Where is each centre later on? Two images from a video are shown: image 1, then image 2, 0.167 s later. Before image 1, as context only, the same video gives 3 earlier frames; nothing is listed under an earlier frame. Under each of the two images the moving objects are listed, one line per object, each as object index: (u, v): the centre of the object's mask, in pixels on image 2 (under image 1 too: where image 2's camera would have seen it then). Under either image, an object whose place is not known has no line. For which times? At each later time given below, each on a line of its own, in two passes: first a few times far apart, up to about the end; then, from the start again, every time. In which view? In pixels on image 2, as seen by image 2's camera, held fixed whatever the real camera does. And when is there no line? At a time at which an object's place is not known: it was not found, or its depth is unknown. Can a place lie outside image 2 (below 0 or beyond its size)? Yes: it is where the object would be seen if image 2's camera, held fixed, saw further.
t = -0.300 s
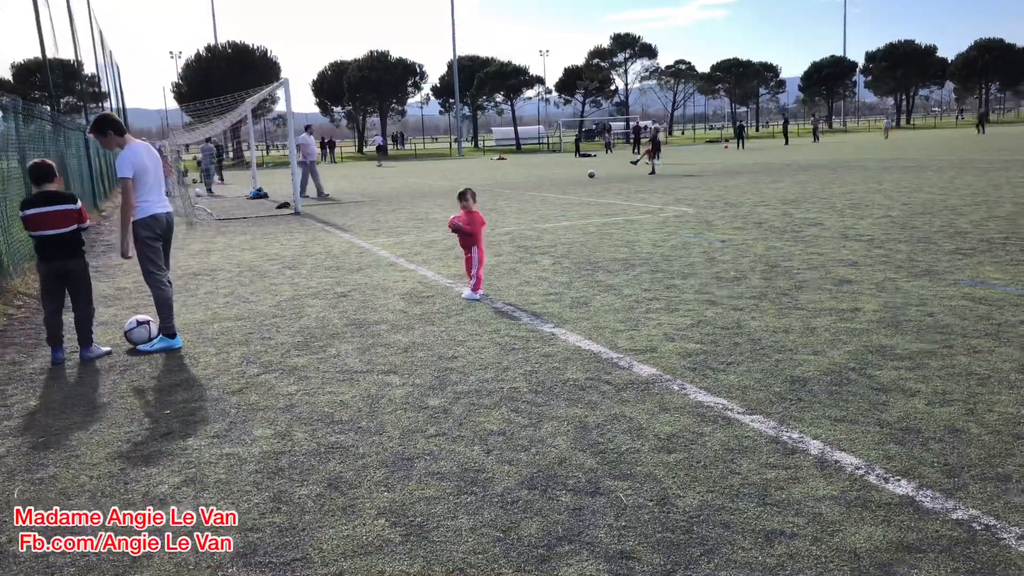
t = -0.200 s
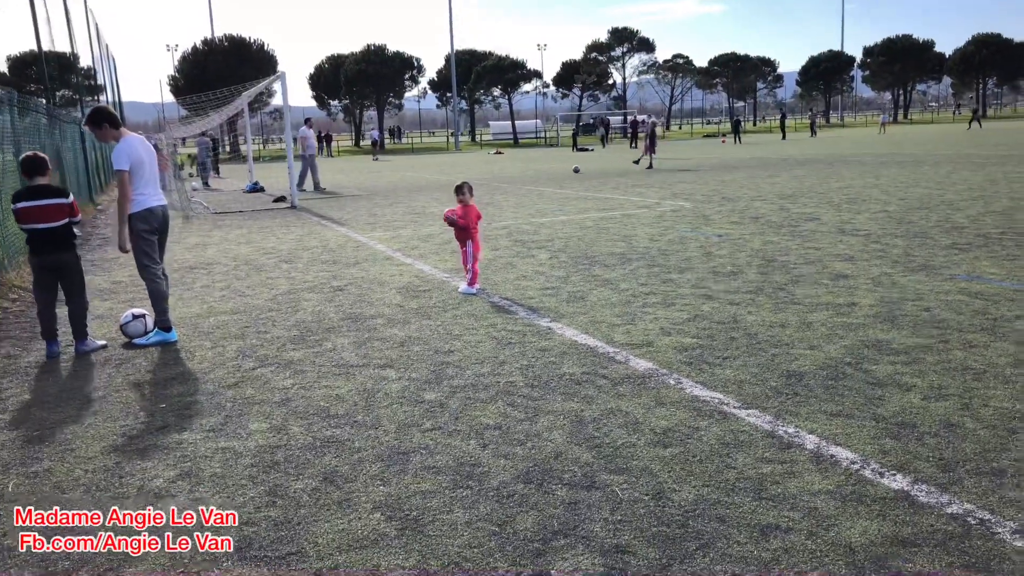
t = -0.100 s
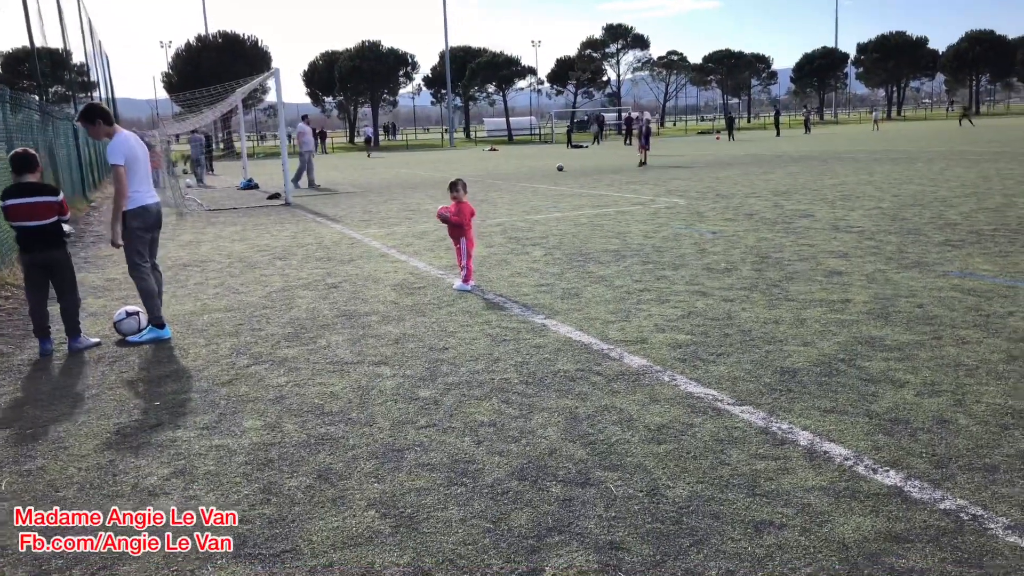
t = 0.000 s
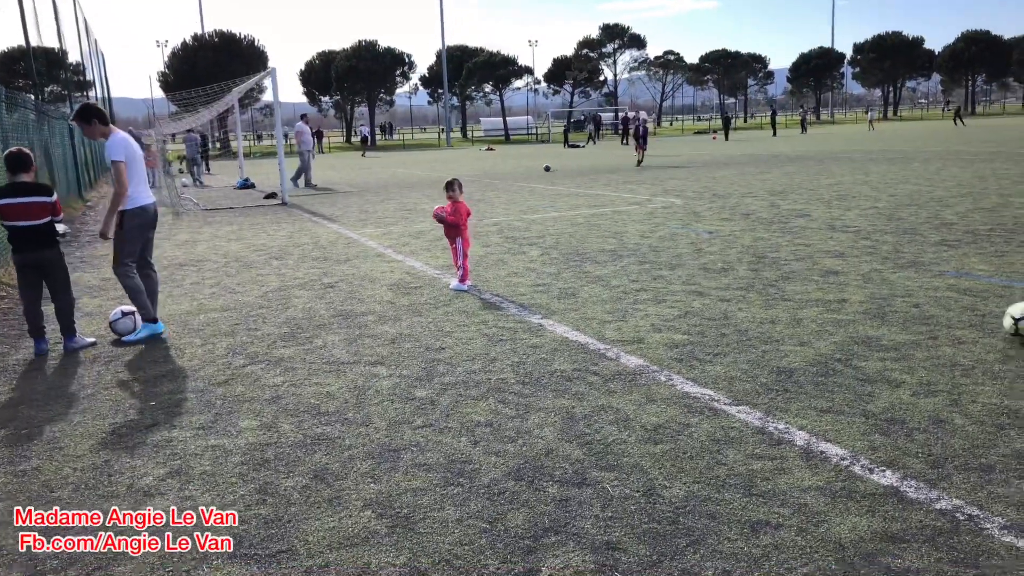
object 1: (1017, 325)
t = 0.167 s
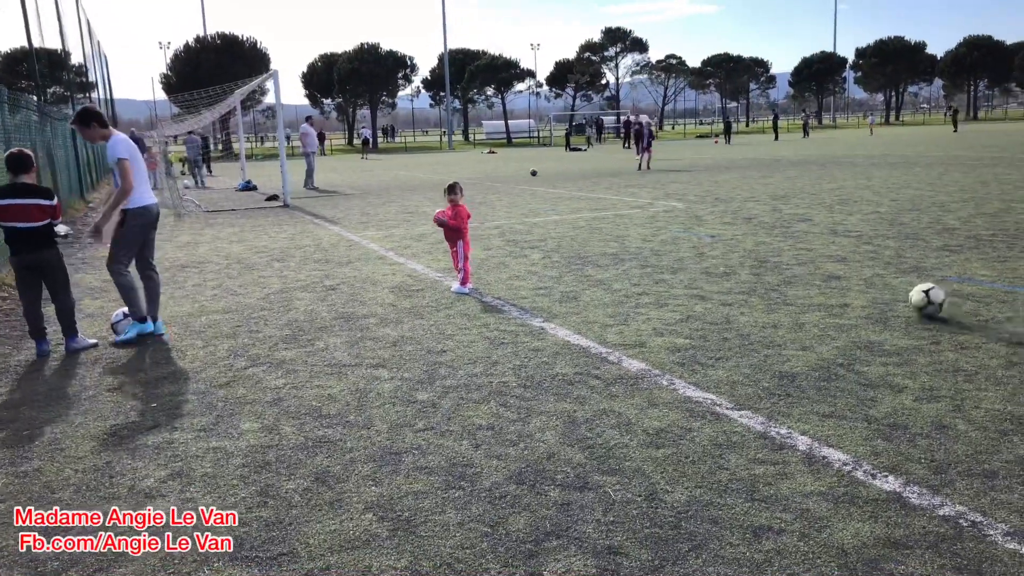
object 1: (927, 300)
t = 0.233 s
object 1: (895, 291)
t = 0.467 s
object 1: (807, 265)
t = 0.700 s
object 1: (748, 250)
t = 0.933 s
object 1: (703, 237)
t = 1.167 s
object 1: (668, 226)
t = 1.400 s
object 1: (640, 218)
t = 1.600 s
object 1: (619, 213)
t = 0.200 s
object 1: (909, 295)
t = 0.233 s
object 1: (895, 291)
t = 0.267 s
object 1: (880, 287)
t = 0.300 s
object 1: (867, 280)
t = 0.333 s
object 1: (853, 275)
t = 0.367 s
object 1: (842, 274)
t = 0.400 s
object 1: (830, 273)
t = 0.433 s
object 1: (819, 269)
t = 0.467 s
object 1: (807, 265)
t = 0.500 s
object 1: (800, 264)
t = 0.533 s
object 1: (789, 261)
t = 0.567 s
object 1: (780, 258)
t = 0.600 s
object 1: (772, 256)
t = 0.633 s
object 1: (764, 254)
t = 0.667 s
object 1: (756, 252)
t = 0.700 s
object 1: (748, 250)
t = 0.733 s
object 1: (741, 247)
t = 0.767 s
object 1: (735, 246)
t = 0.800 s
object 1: (727, 244)
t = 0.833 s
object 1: (721, 242)
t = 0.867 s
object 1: (715, 240)
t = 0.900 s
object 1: (708, 239)
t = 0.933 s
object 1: (703, 237)
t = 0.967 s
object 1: (698, 235)
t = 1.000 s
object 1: (692, 233)
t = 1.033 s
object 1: (688, 232)
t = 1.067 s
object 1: (682, 230)
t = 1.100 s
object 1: (677, 229)
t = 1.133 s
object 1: (672, 227)
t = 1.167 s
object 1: (668, 226)
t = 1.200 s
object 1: (663, 225)
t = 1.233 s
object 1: (660, 224)
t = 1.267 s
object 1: (655, 223)
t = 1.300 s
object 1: (652, 221)
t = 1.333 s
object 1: (648, 220)
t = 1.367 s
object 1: (644, 219)
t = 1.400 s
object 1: (640, 218)
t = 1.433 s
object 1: (636, 217)
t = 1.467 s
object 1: (633, 216)
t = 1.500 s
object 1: (629, 216)
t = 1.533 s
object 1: (626, 215)
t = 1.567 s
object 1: (621, 214)
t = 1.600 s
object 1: (619, 213)
